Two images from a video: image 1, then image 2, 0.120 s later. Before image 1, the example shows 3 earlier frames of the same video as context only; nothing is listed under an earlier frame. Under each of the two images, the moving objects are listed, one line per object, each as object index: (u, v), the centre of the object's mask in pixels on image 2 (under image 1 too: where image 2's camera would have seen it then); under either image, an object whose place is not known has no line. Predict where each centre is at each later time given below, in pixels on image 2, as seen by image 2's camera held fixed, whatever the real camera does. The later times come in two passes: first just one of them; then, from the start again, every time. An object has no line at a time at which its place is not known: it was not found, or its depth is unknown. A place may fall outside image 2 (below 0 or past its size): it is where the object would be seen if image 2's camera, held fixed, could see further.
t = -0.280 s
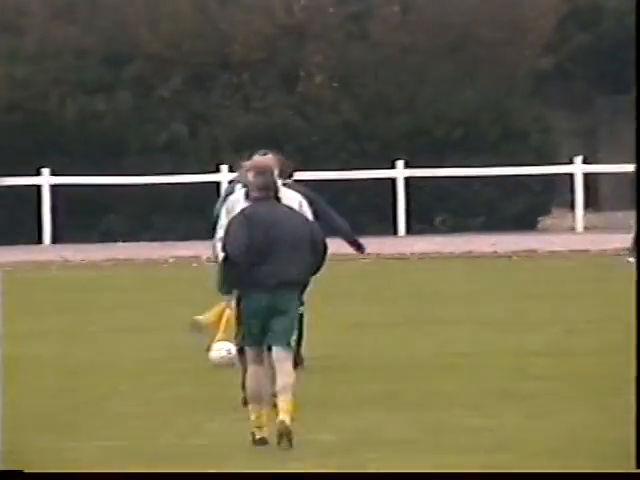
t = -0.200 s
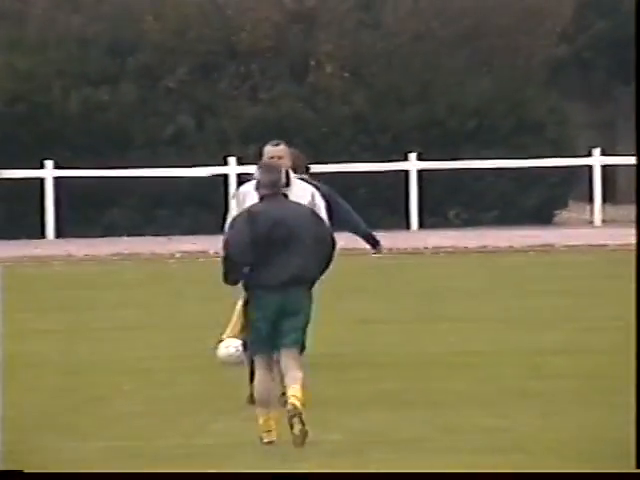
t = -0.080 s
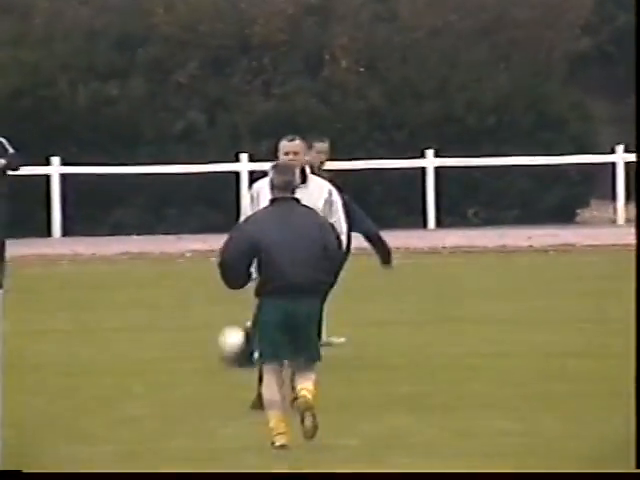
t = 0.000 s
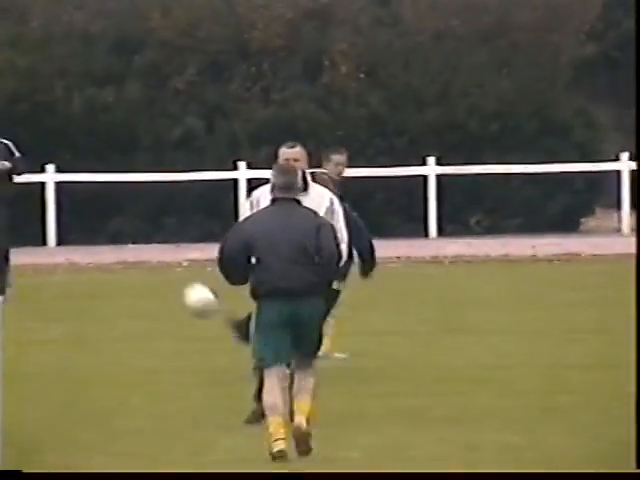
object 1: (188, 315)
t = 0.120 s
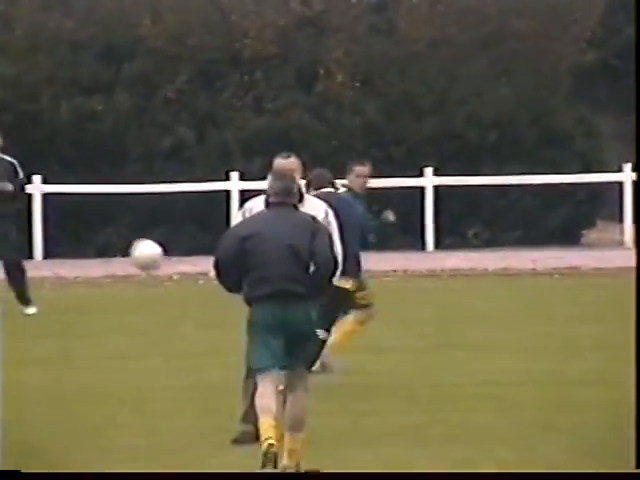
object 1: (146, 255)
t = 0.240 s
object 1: (110, 218)
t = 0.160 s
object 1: (134, 241)
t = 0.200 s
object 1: (122, 228)
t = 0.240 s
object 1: (110, 218)
